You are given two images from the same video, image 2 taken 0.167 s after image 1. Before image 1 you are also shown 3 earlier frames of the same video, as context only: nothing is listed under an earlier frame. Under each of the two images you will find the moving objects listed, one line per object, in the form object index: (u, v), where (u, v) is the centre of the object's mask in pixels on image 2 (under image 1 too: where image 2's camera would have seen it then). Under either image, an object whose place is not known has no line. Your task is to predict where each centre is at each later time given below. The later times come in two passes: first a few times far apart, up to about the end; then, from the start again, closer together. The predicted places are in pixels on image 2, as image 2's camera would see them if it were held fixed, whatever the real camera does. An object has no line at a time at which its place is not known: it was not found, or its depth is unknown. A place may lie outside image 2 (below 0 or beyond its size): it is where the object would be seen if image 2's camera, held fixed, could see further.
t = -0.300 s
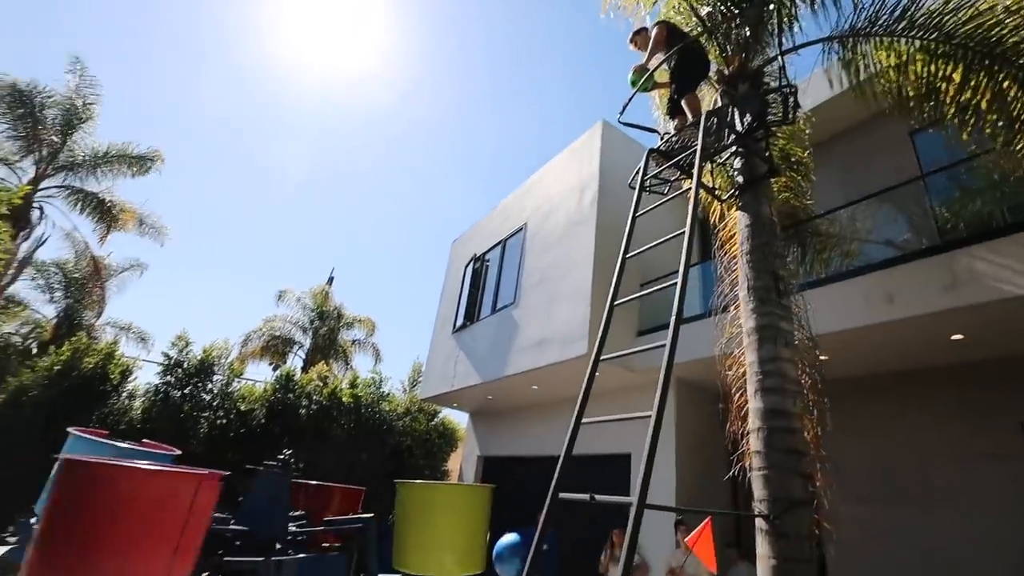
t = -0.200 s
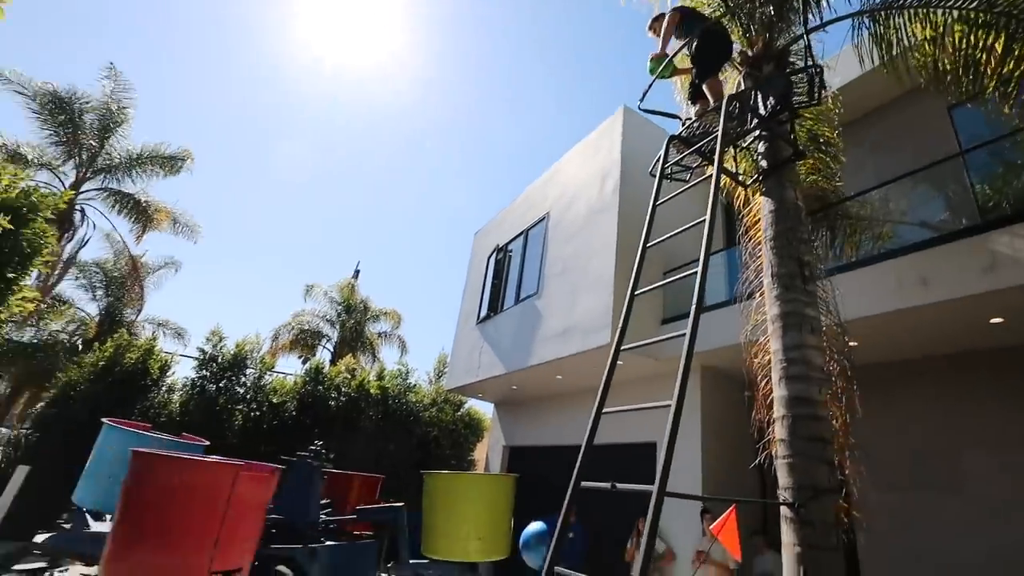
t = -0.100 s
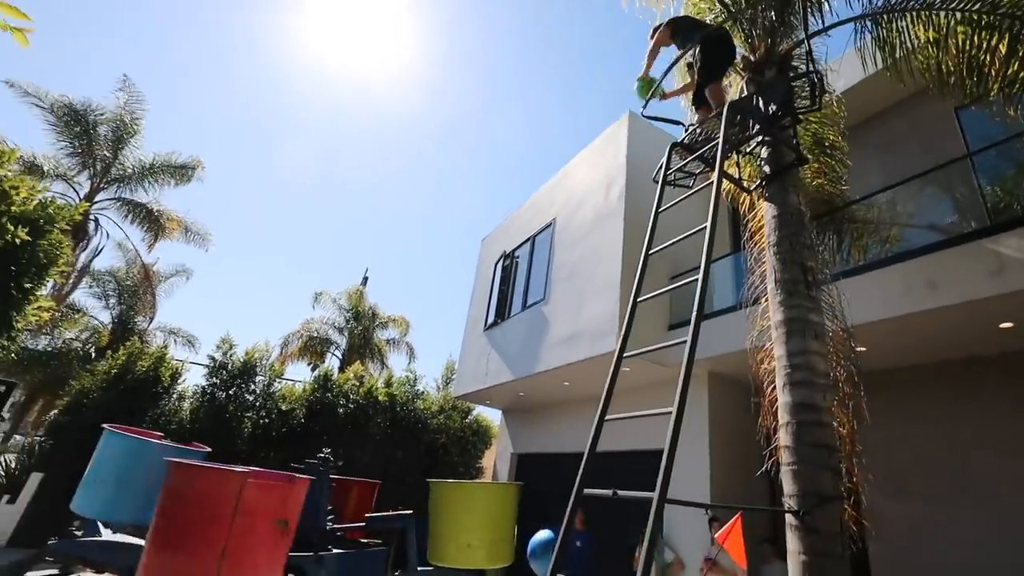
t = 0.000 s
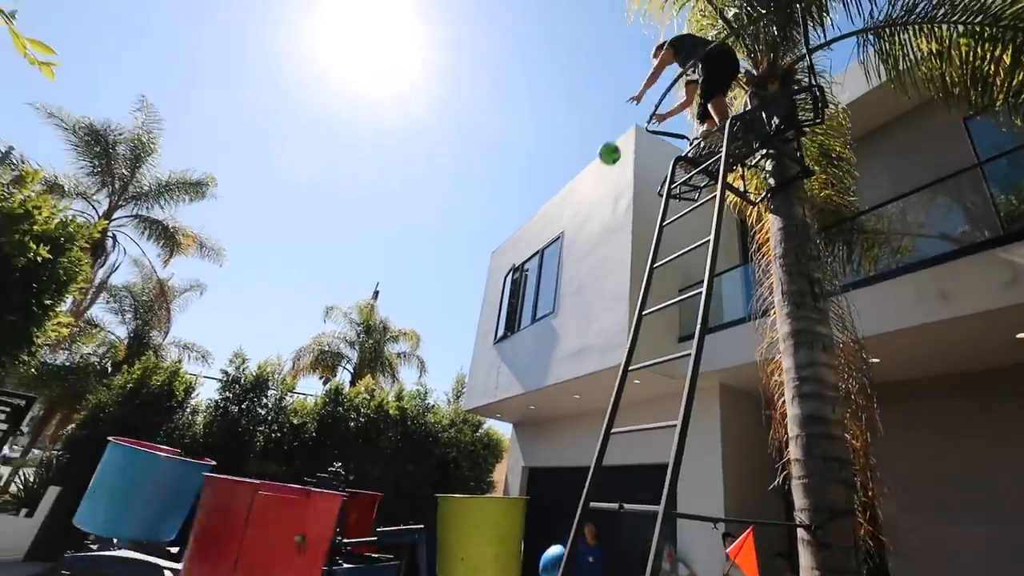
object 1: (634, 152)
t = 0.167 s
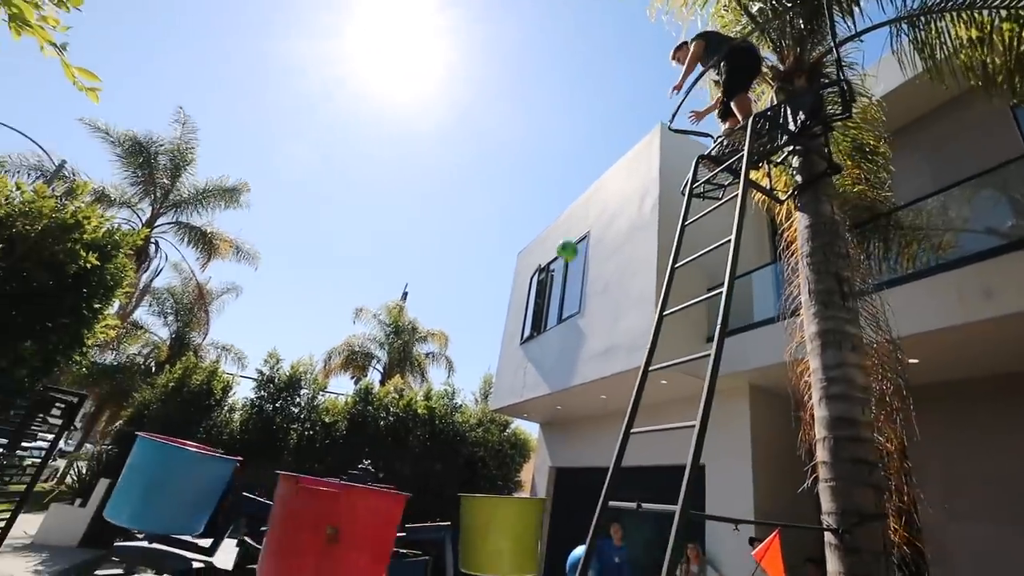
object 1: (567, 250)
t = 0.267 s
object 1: (529, 316)
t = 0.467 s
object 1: (452, 468)
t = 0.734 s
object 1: (448, 465)
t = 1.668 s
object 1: (476, 614)
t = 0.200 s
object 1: (553, 272)
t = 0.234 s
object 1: (541, 293)
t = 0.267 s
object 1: (529, 316)
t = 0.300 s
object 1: (515, 339)
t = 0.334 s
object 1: (503, 365)
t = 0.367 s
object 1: (490, 389)
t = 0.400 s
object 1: (479, 414)
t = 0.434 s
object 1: (465, 441)
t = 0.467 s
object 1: (452, 468)
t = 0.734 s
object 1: (448, 465)
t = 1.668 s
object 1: (476, 614)
